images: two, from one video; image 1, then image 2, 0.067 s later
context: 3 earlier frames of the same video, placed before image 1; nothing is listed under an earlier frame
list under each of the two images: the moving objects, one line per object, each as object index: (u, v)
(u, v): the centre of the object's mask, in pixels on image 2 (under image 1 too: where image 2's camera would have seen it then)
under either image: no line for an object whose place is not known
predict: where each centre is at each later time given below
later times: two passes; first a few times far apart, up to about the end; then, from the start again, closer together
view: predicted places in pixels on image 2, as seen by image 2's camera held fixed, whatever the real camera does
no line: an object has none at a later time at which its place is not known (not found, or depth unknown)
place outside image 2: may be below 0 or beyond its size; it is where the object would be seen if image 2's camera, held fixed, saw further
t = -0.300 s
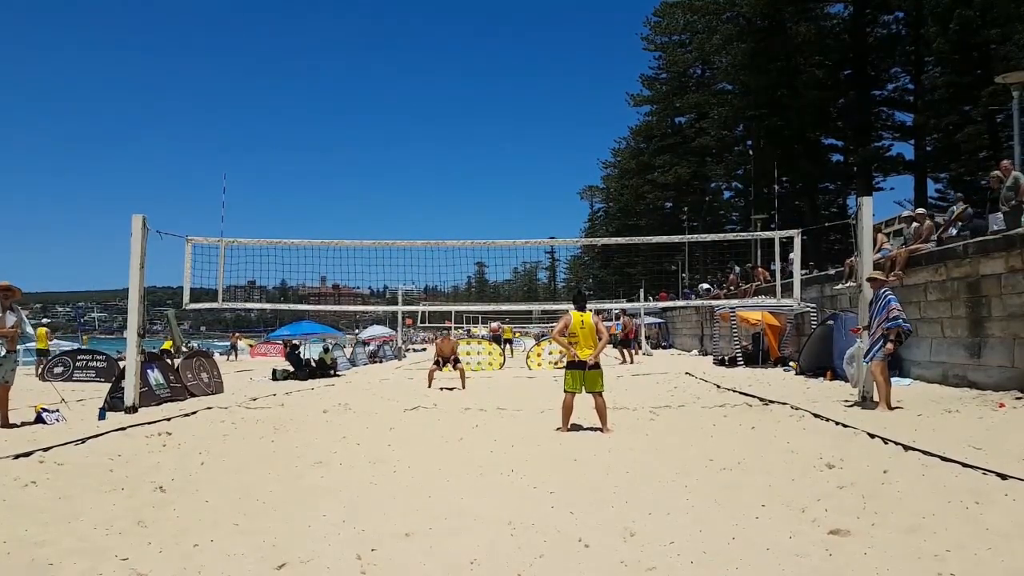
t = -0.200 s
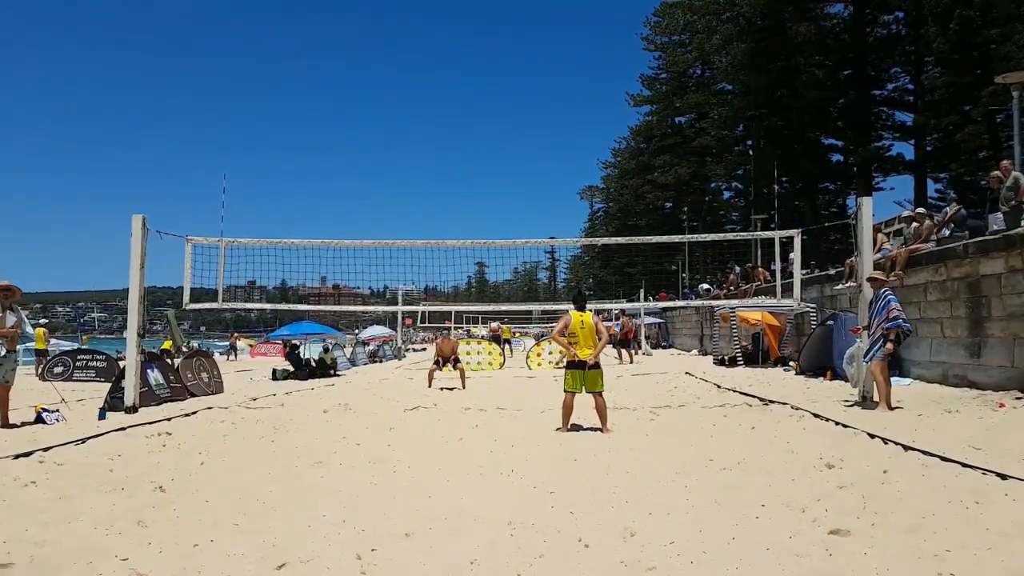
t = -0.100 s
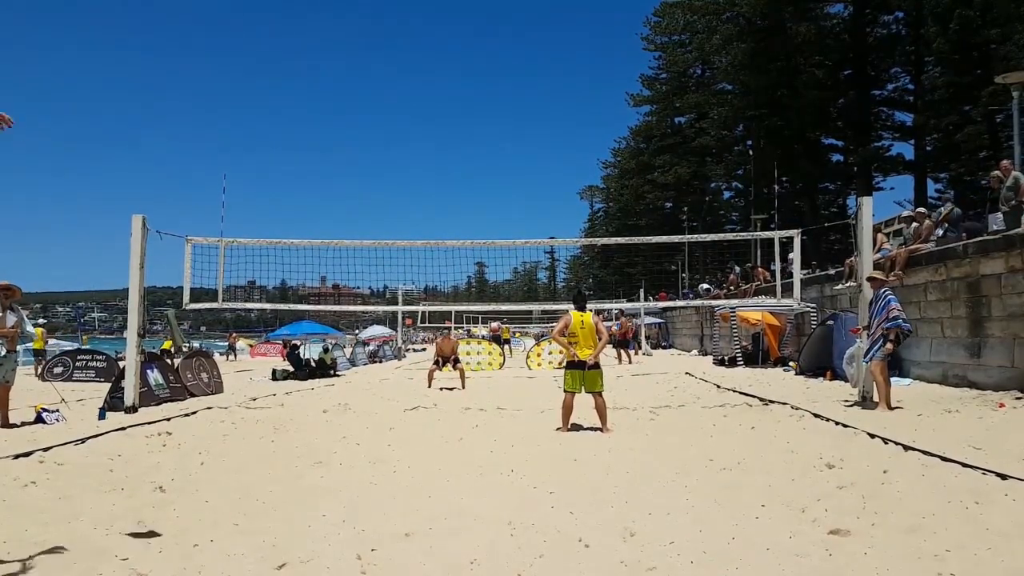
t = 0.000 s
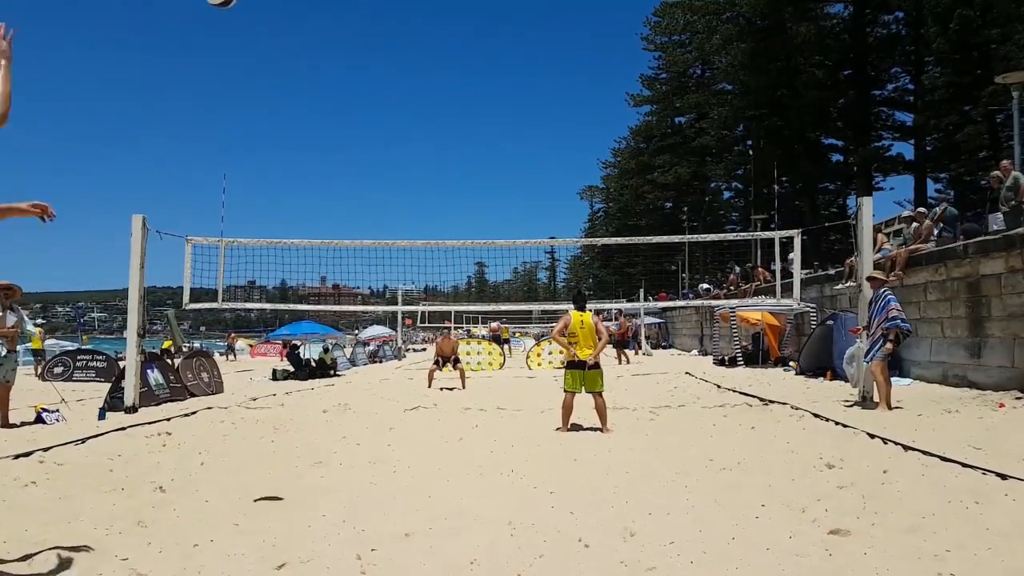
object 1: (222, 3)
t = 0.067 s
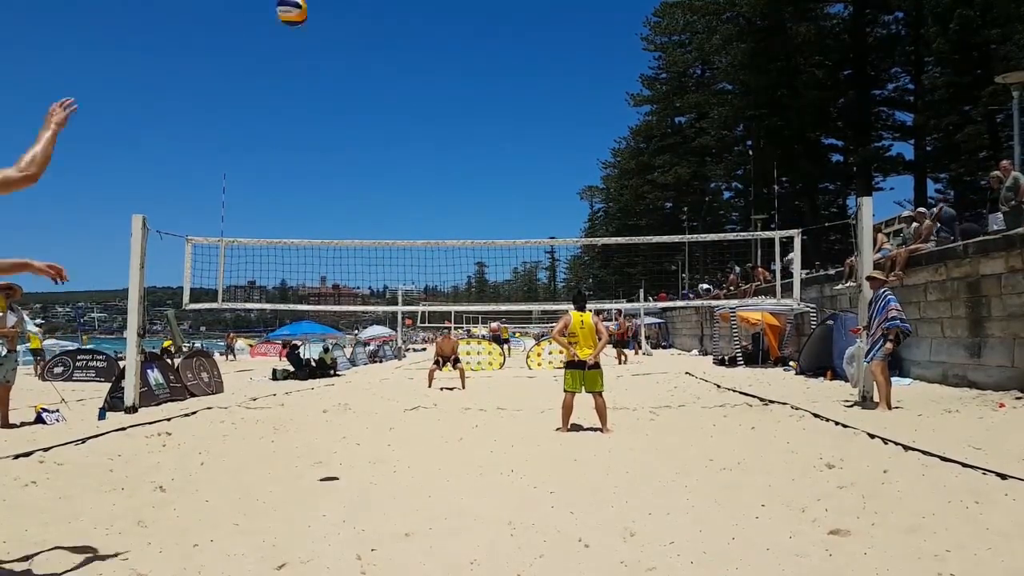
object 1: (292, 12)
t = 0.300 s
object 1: (439, 90)
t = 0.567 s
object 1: (519, 183)
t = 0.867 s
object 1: (568, 288)
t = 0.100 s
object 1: (321, 22)
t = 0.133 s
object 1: (346, 32)
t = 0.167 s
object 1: (369, 44)
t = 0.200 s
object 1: (389, 55)
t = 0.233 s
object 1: (407, 66)
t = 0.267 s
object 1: (424, 79)
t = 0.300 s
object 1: (439, 90)
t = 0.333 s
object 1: (452, 102)
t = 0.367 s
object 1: (464, 114)
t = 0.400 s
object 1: (476, 125)
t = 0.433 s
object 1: (486, 137)
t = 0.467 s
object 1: (495, 148)
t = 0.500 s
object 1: (504, 160)
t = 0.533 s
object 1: (512, 171)
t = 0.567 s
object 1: (519, 183)
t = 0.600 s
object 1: (526, 195)
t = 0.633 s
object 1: (532, 206)
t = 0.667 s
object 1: (539, 217)
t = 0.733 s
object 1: (550, 237)
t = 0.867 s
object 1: (568, 288)
